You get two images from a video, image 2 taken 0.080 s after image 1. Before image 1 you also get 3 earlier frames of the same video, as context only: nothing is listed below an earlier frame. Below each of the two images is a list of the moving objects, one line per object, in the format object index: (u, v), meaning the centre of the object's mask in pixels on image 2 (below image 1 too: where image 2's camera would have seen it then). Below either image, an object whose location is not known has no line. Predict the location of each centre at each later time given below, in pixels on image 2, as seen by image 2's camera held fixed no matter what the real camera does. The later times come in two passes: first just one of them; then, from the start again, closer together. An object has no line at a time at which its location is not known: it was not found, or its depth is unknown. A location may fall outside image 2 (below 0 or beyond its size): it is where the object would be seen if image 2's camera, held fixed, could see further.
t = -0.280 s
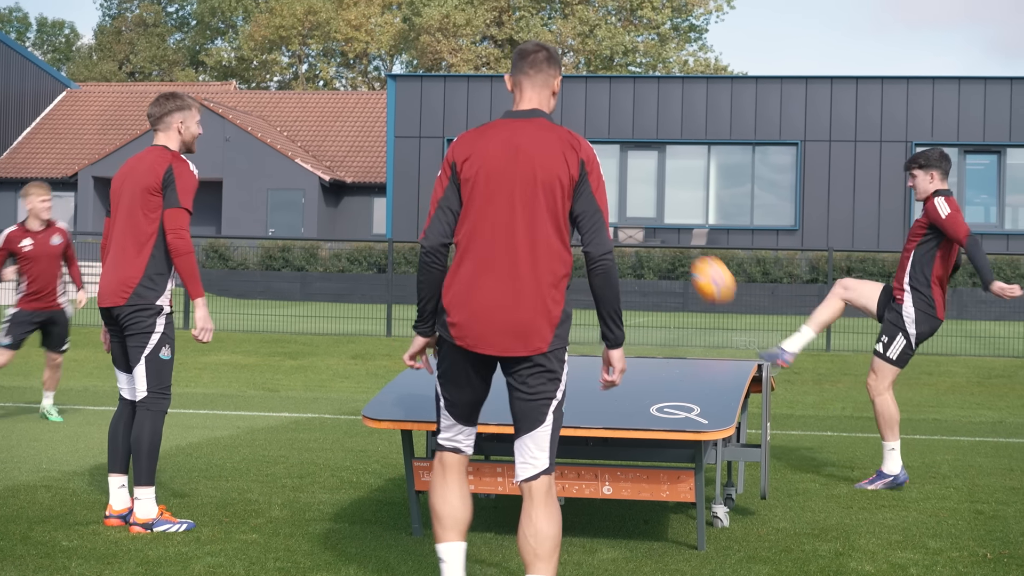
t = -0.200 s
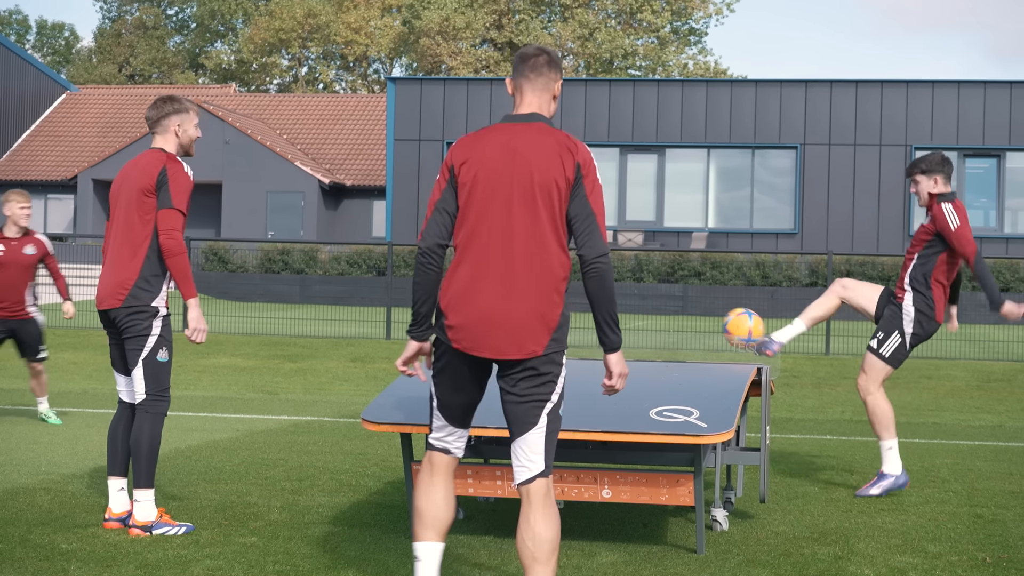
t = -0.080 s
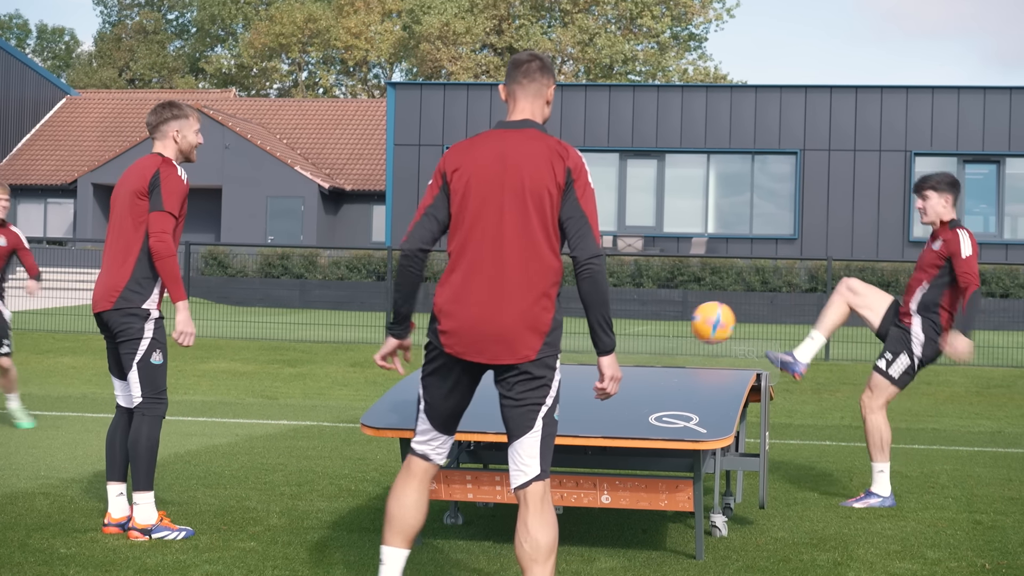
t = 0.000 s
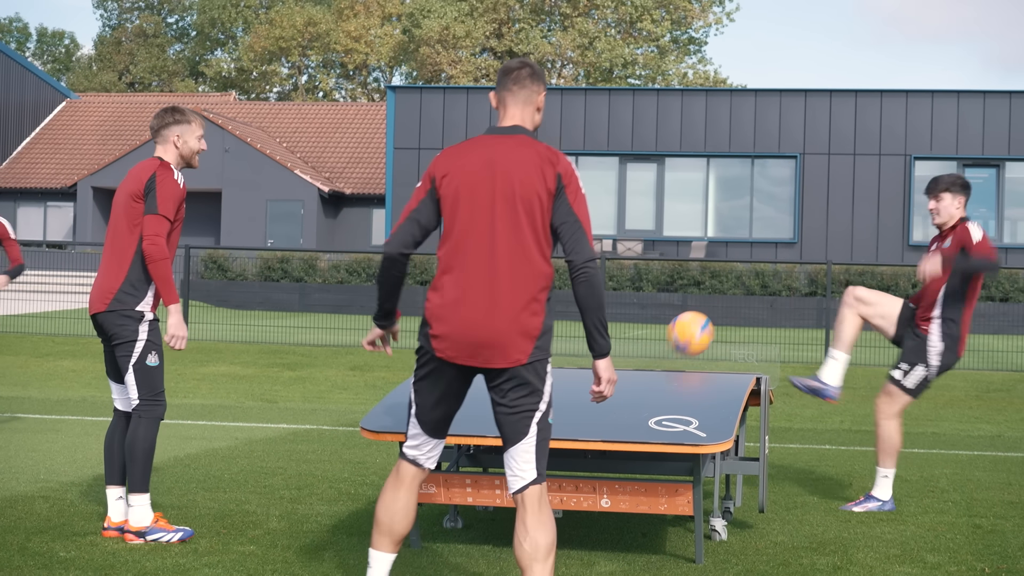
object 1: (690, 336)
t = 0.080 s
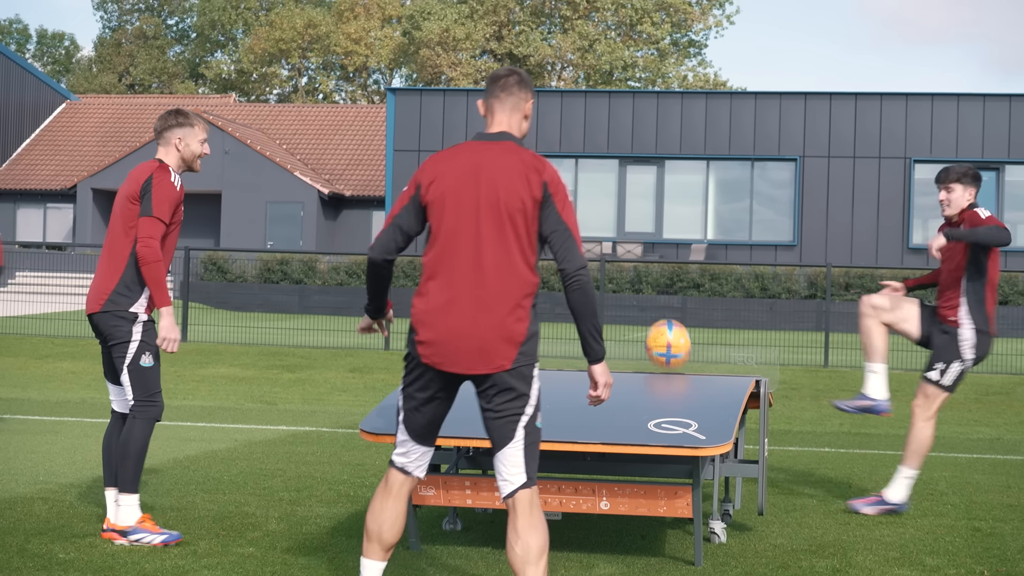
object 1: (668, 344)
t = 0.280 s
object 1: (653, 294)
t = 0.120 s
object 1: (665, 327)
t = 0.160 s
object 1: (662, 314)
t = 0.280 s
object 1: (653, 294)
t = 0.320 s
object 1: (651, 294)
